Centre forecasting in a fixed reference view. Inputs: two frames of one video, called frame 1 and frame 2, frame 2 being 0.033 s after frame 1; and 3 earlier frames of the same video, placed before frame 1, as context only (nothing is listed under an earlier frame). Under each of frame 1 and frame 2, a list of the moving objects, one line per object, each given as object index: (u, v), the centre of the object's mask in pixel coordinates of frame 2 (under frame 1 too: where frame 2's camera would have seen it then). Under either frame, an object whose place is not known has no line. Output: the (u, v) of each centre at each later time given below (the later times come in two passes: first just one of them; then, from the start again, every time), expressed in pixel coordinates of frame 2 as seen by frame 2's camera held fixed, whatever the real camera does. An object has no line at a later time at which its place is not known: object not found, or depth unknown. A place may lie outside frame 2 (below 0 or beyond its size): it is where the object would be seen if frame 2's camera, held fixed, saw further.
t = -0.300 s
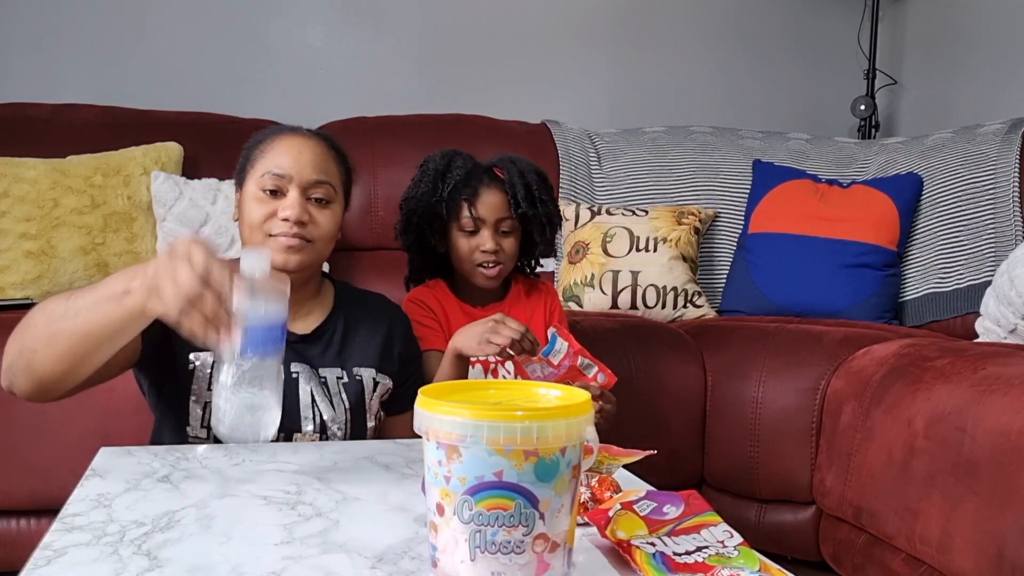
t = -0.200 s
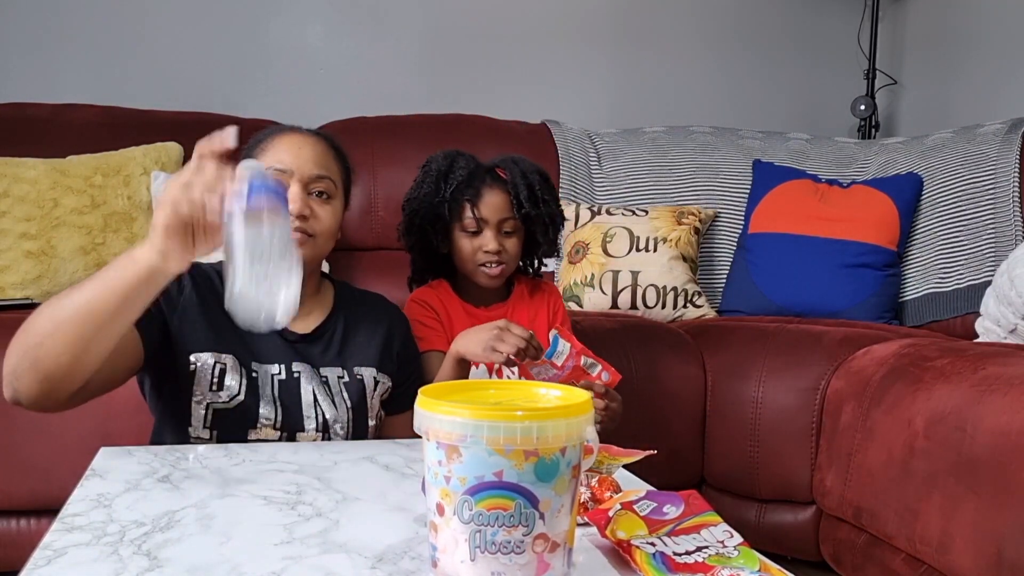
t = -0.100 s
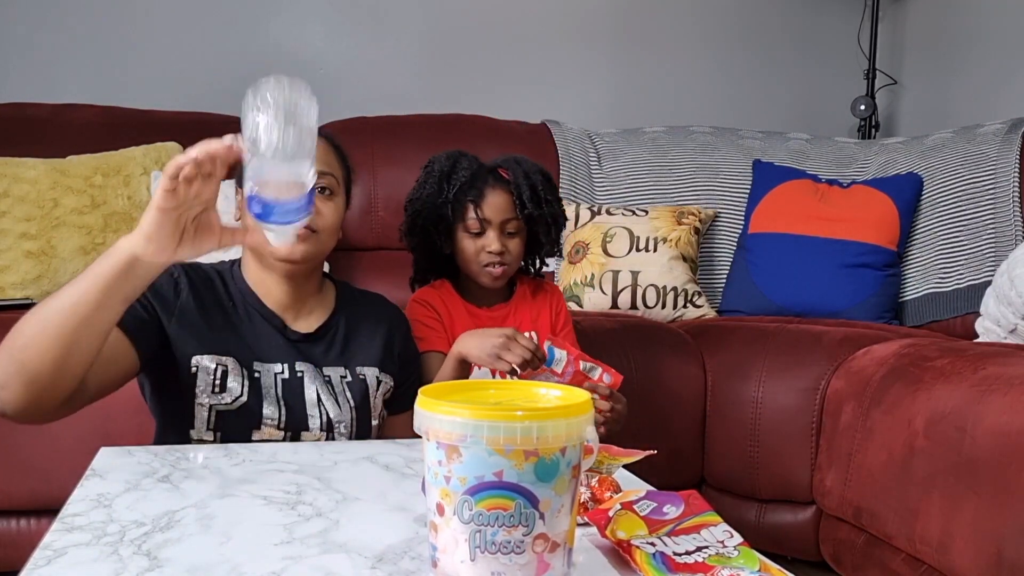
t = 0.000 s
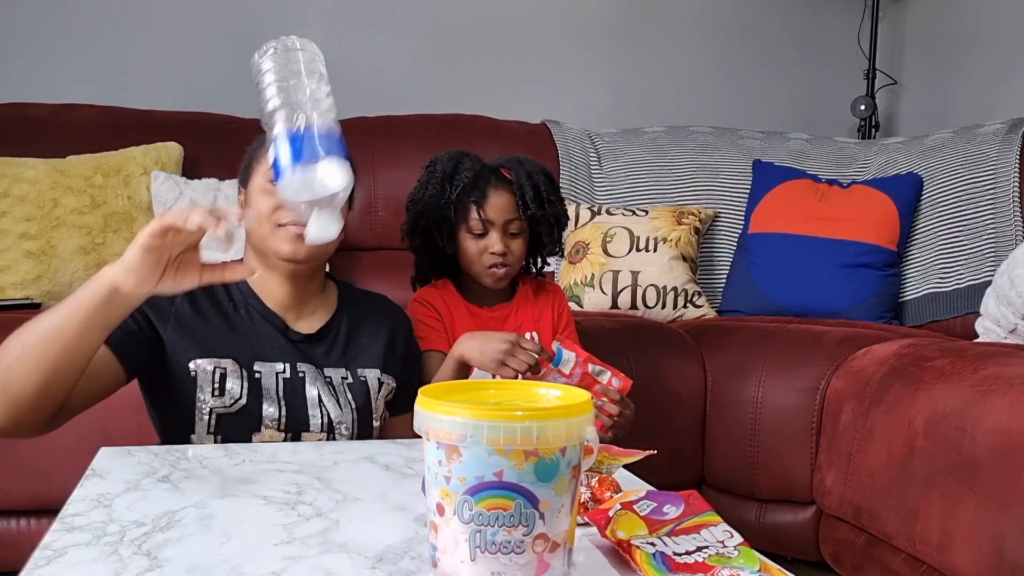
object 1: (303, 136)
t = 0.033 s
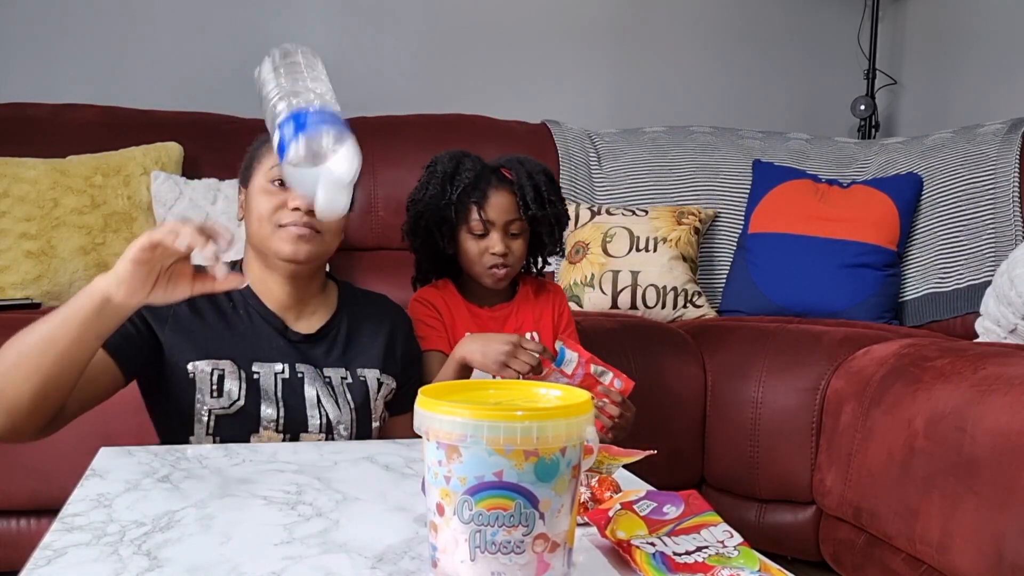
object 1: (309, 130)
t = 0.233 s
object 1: (320, 364)
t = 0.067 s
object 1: (311, 131)
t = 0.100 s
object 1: (314, 148)
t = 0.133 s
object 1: (316, 182)
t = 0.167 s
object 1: (317, 229)
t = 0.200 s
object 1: (318, 288)
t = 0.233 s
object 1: (320, 364)
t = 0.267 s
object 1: (324, 399)
